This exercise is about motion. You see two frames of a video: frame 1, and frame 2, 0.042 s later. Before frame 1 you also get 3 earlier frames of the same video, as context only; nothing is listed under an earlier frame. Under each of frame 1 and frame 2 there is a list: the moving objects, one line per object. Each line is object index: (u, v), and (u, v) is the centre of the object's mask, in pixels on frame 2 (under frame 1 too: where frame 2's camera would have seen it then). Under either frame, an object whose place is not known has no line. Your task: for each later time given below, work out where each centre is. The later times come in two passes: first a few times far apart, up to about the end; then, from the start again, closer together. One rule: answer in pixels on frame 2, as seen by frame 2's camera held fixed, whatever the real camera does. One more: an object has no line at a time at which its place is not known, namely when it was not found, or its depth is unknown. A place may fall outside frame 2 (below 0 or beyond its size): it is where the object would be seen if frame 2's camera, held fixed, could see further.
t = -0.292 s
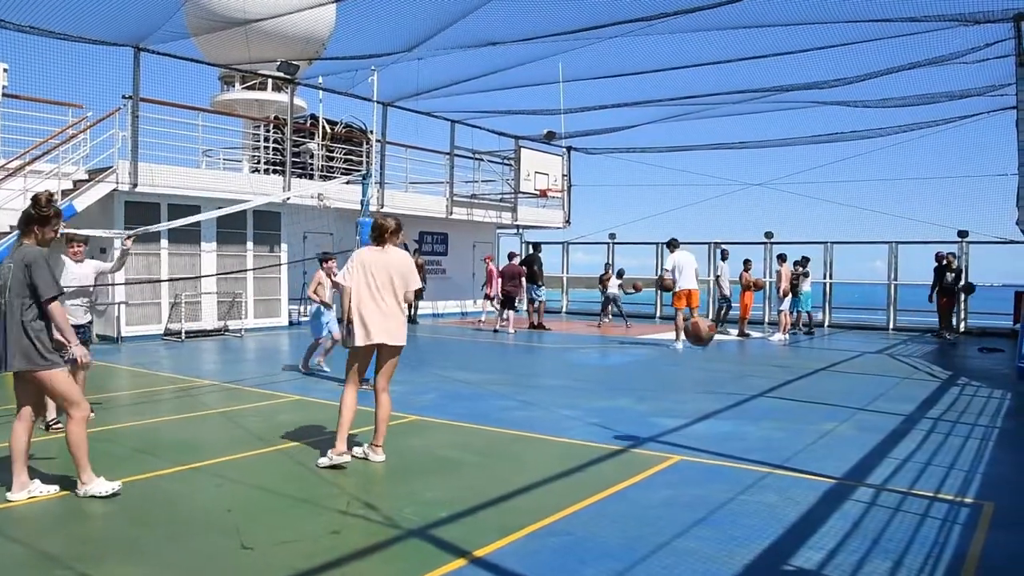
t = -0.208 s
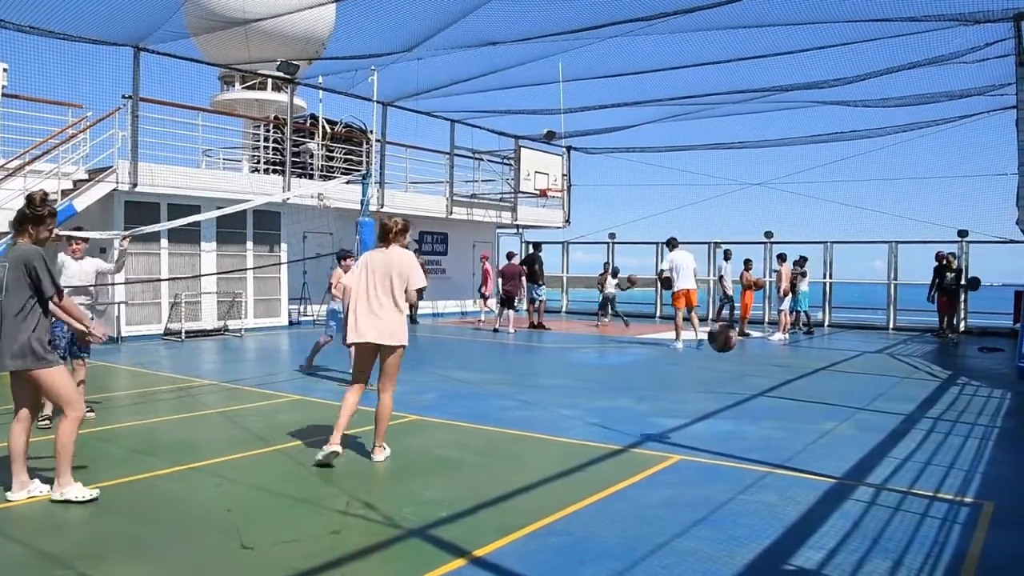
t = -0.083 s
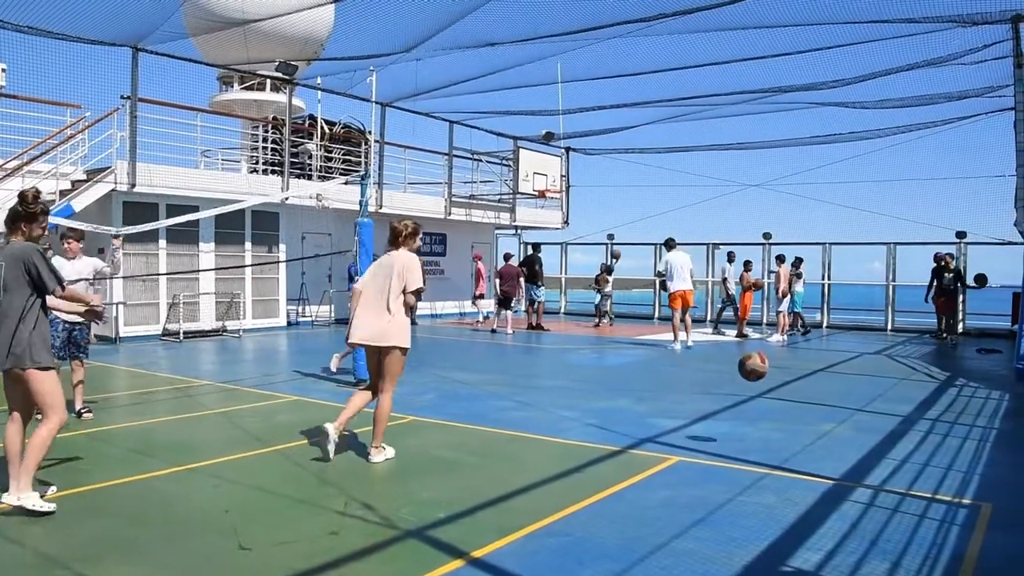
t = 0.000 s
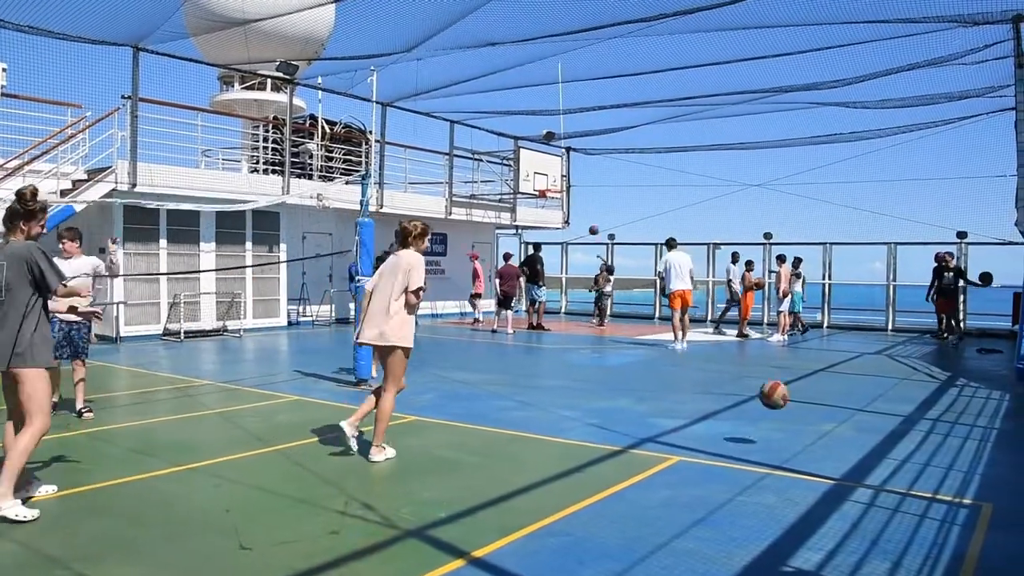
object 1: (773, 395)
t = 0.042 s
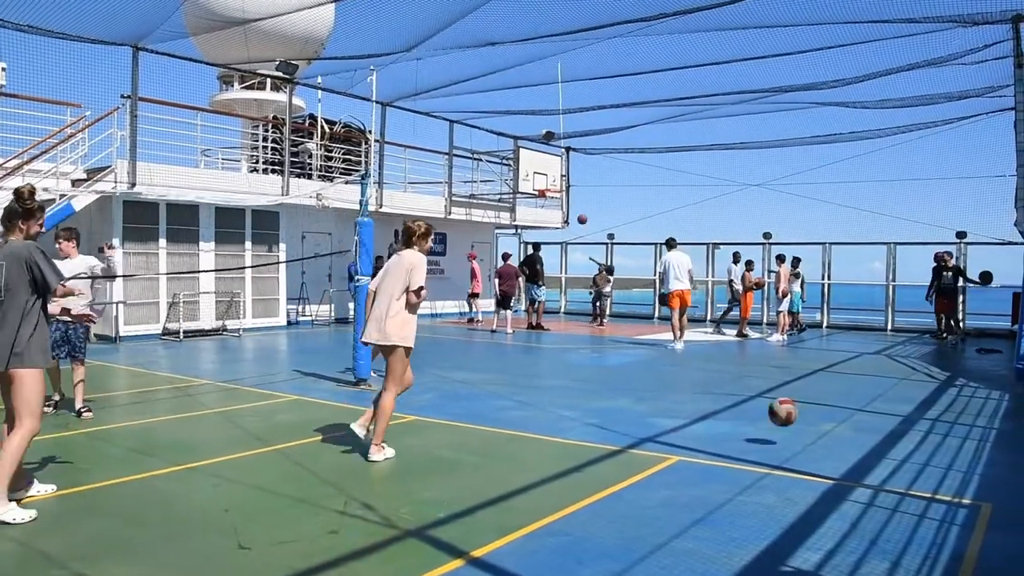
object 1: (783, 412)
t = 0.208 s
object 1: (821, 387)
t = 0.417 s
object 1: (867, 351)
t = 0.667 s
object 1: (917, 380)
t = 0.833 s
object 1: (947, 406)
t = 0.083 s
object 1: (792, 432)
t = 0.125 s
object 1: (802, 416)
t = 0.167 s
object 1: (812, 400)
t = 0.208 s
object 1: (821, 387)
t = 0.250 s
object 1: (831, 375)
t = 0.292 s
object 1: (840, 366)
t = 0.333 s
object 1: (850, 359)
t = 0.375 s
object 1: (858, 353)
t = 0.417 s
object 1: (867, 351)
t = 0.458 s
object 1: (876, 351)
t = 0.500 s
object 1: (884, 353)
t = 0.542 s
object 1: (893, 357)
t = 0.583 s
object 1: (900, 363)
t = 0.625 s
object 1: (909, 370)
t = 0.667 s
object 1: (917, 380)
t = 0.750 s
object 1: (931, 407)
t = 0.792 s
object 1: (939, 419)
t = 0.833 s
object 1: (947, 406)
